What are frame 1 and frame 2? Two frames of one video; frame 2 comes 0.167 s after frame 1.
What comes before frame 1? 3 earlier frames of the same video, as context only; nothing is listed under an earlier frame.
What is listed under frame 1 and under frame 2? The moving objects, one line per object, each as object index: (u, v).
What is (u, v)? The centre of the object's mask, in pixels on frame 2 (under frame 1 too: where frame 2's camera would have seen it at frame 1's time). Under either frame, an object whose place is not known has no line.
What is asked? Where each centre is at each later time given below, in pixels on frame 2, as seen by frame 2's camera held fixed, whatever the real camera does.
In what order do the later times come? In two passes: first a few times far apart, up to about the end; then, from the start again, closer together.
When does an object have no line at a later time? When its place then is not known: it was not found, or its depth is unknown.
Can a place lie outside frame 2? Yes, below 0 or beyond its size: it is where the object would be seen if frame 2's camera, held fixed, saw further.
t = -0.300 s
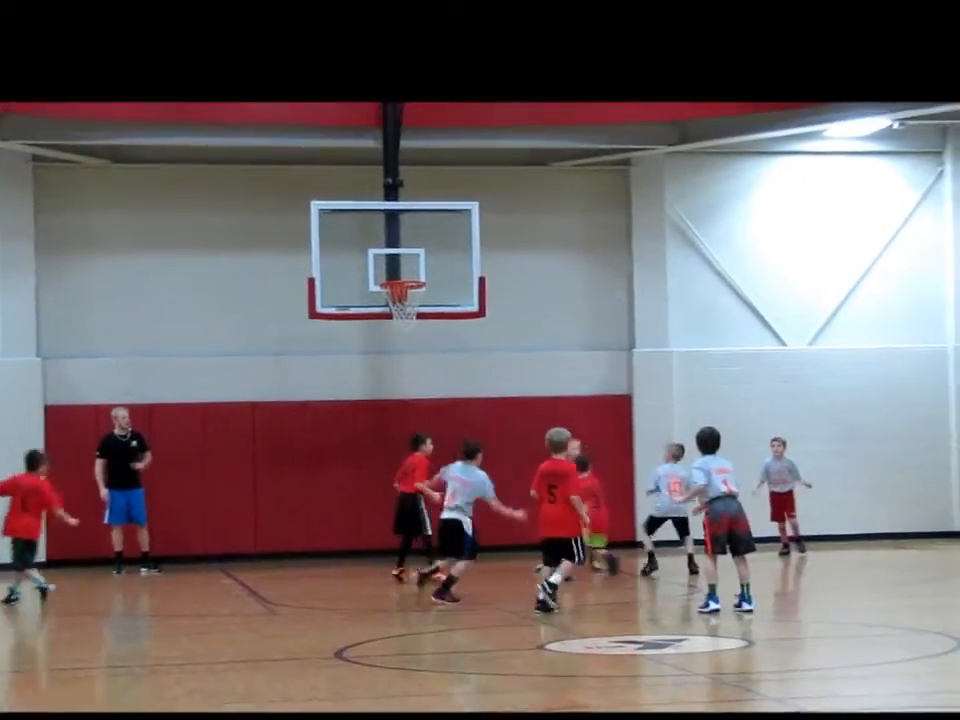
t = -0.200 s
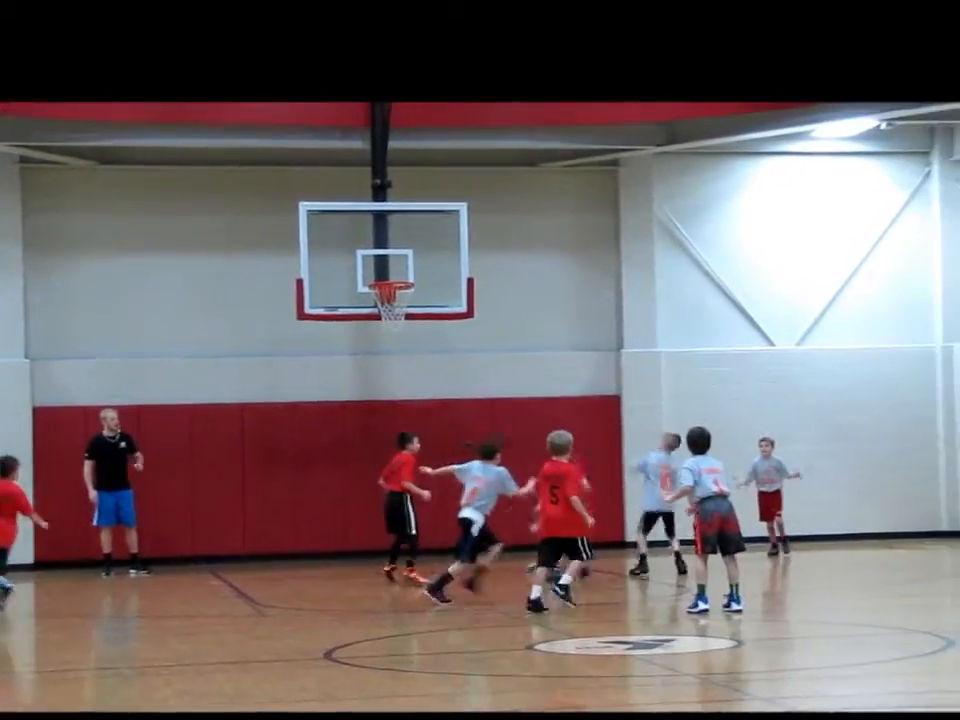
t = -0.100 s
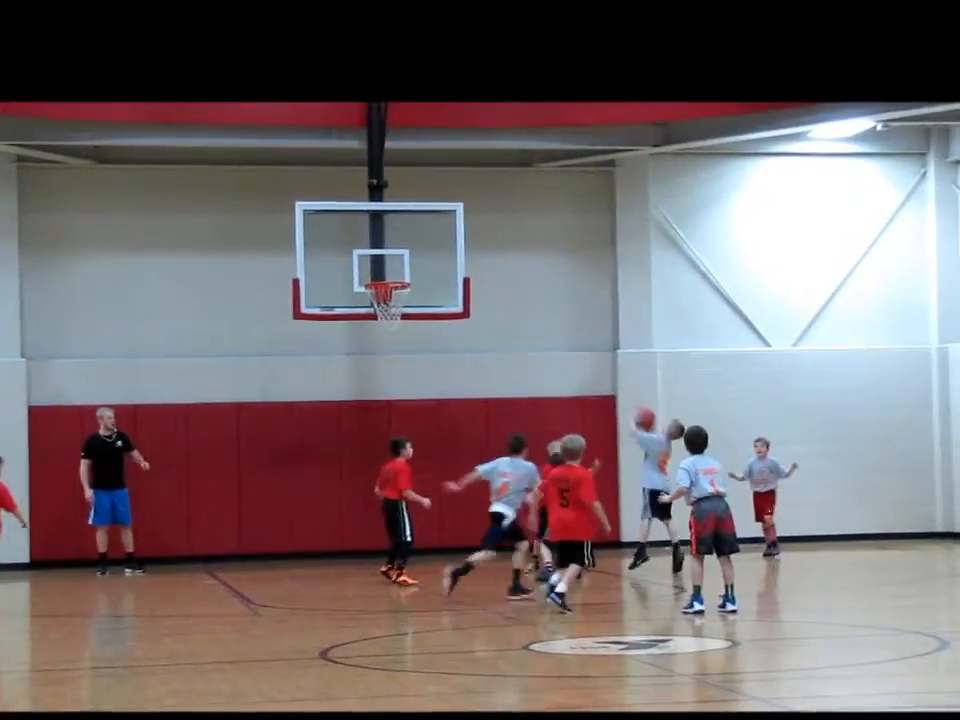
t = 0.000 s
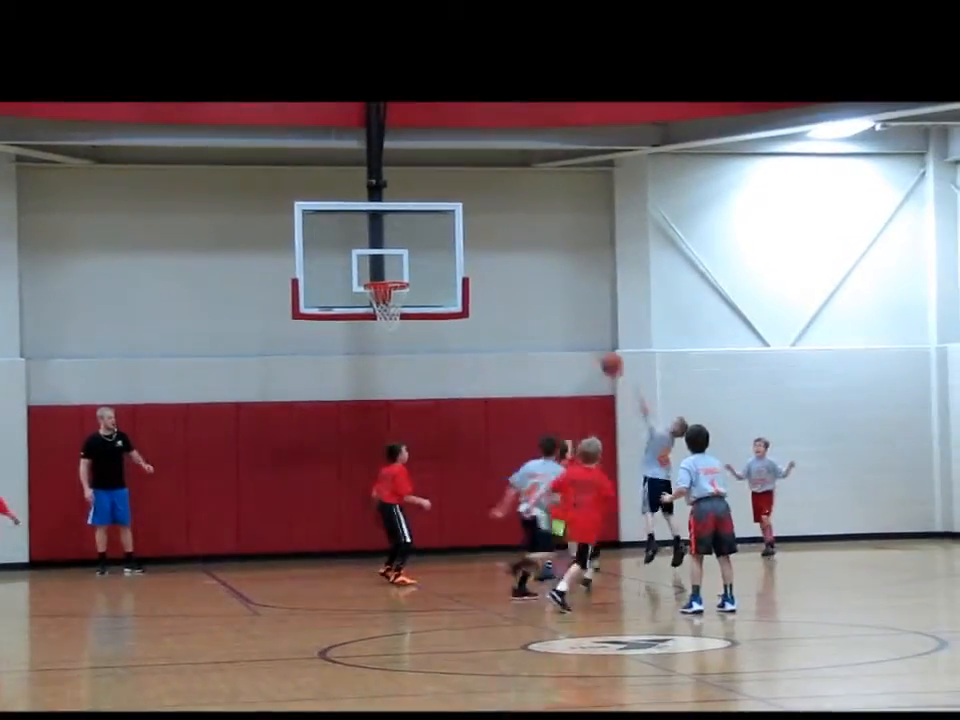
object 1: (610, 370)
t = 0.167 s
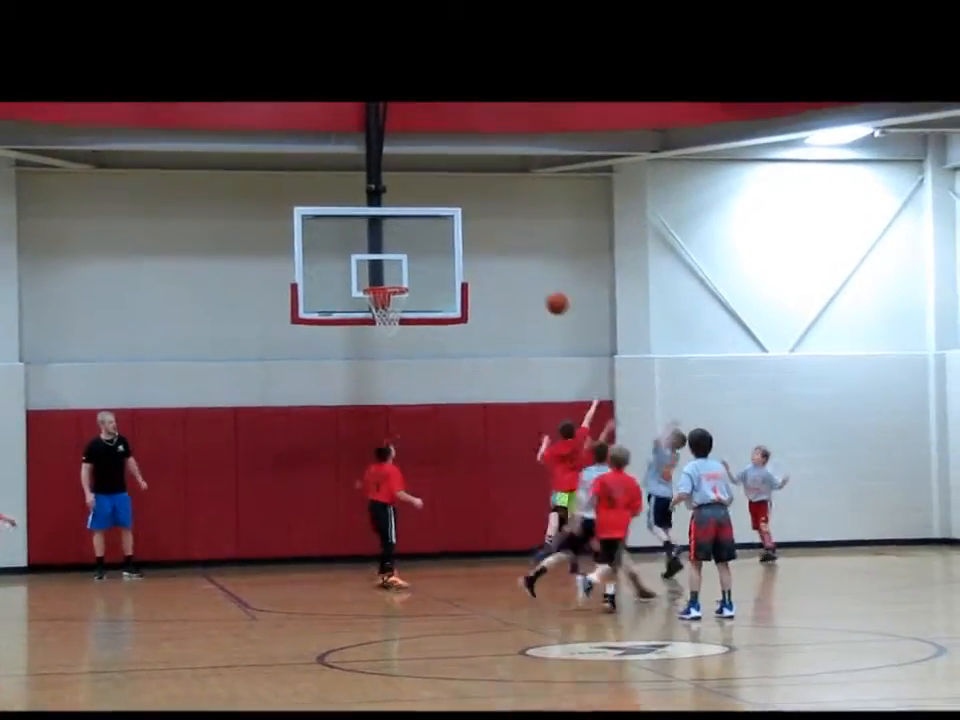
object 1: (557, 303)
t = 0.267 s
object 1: (526, 277)
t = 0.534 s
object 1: (449, 256)
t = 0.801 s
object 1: (387, 274)
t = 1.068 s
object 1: (376, 269)
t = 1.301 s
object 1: (373, 275)
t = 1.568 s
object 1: (377, 291)
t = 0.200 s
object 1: (547, 293)
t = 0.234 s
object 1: (536, 285)
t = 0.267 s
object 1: (526, 277)
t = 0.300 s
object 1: (516, 271)
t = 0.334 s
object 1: (506, 266)
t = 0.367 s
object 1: (497, 261)
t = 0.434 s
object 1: (478, 256)
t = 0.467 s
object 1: (469, 255)
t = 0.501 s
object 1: (459, 254)
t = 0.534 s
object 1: (449, 256)
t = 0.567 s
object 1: (440, 258)
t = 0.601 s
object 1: (431, 261)
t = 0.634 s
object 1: (422, 264)
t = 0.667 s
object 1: (414, 268)
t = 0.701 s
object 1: (405, 274)
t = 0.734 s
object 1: (396, 280)
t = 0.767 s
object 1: (391, 277)
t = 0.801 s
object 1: (387, 274)
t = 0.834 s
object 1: (386, 270)
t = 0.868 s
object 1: (383, 267)
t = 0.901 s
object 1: (382, 265)
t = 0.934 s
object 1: (381, 263)
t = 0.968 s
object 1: (380, 263)
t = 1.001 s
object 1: (380, 264)
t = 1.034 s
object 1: (378, 266)
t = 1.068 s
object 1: (376, 269)
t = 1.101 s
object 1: (374, 275)
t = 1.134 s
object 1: (373, 278)
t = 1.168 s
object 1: (373, 276)
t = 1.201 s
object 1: (373, 275)
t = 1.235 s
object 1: (373, 275)
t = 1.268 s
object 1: (373, 275)
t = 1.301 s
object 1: (373, 275)
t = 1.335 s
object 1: (374, 275)
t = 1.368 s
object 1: (374, 277)
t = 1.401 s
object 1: (373, 281)
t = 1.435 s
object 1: (375, 282)
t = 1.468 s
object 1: (377, 283)
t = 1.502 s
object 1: (379, 285)
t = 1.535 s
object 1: (376, 289)
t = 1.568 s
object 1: (377, 291)
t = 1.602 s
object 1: (377, 292)
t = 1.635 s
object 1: (382, 298)
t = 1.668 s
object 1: (379, 295)
